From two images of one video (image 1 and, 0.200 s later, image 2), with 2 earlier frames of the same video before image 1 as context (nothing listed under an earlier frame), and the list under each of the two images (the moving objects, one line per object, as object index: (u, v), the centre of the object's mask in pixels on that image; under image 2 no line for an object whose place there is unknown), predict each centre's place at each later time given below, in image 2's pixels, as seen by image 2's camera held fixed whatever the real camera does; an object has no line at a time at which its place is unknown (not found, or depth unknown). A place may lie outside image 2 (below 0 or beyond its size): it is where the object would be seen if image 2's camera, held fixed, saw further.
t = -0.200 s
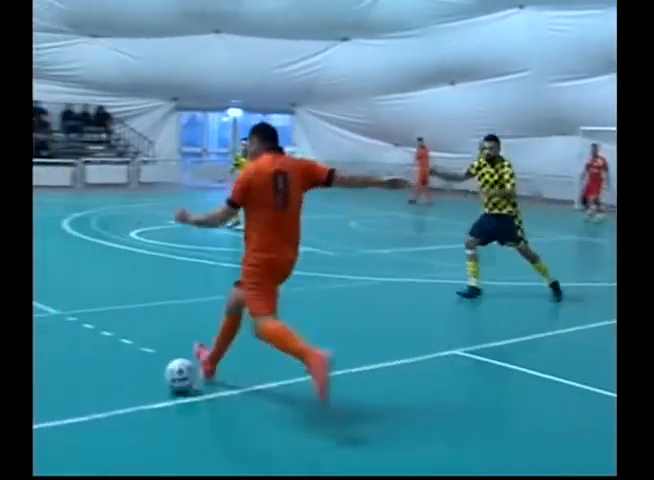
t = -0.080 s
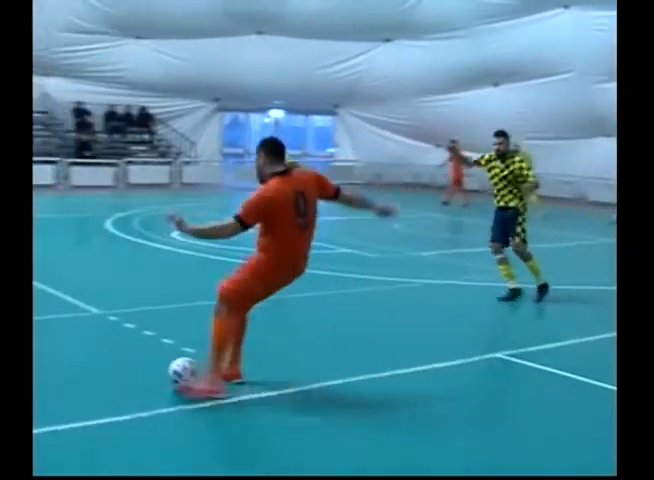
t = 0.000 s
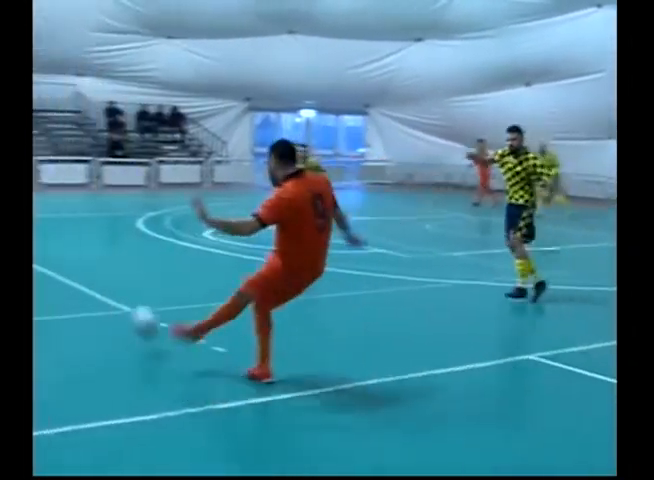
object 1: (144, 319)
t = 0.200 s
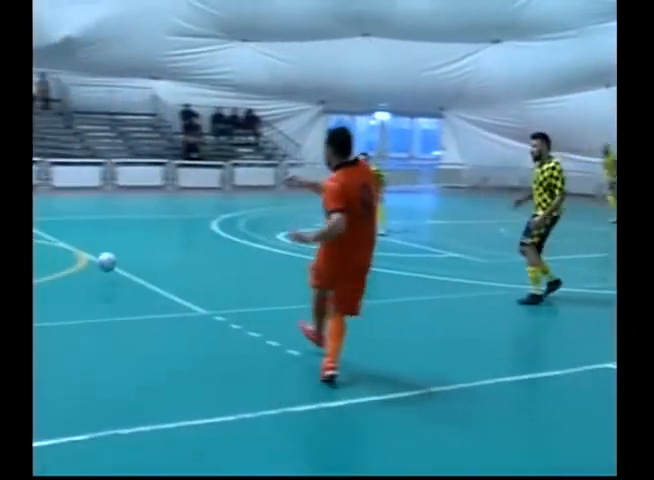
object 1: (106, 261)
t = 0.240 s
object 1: (93, 259)
